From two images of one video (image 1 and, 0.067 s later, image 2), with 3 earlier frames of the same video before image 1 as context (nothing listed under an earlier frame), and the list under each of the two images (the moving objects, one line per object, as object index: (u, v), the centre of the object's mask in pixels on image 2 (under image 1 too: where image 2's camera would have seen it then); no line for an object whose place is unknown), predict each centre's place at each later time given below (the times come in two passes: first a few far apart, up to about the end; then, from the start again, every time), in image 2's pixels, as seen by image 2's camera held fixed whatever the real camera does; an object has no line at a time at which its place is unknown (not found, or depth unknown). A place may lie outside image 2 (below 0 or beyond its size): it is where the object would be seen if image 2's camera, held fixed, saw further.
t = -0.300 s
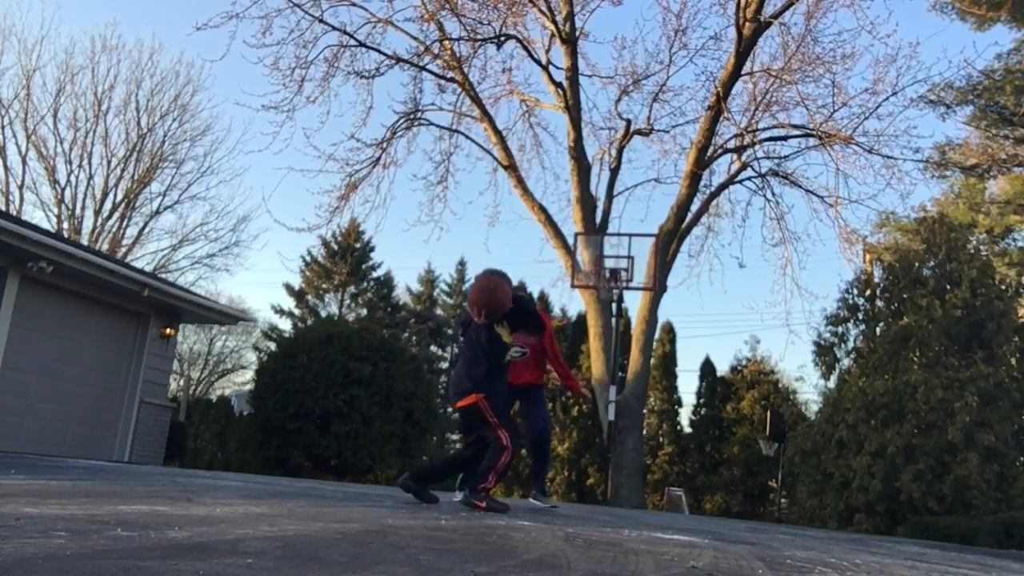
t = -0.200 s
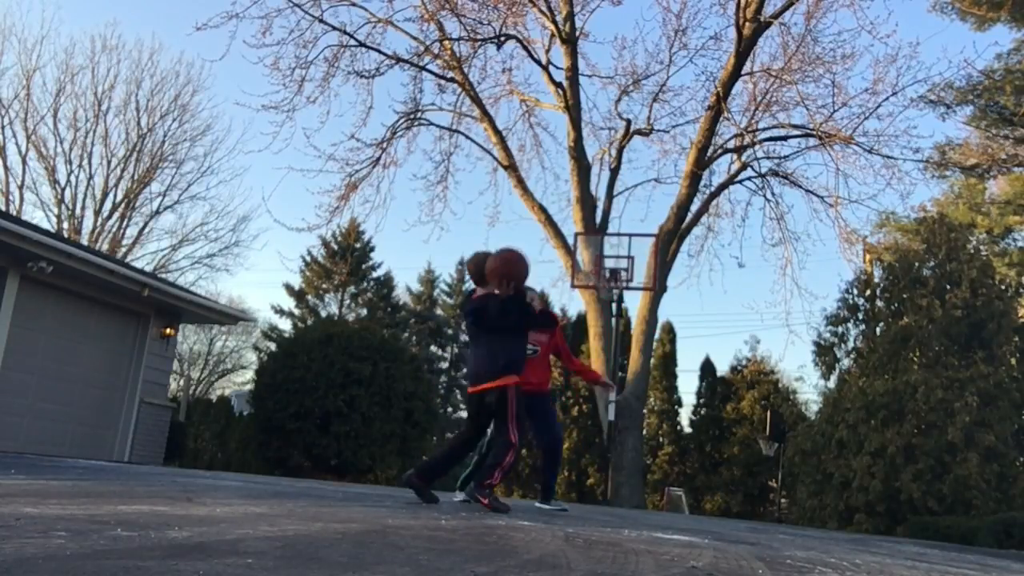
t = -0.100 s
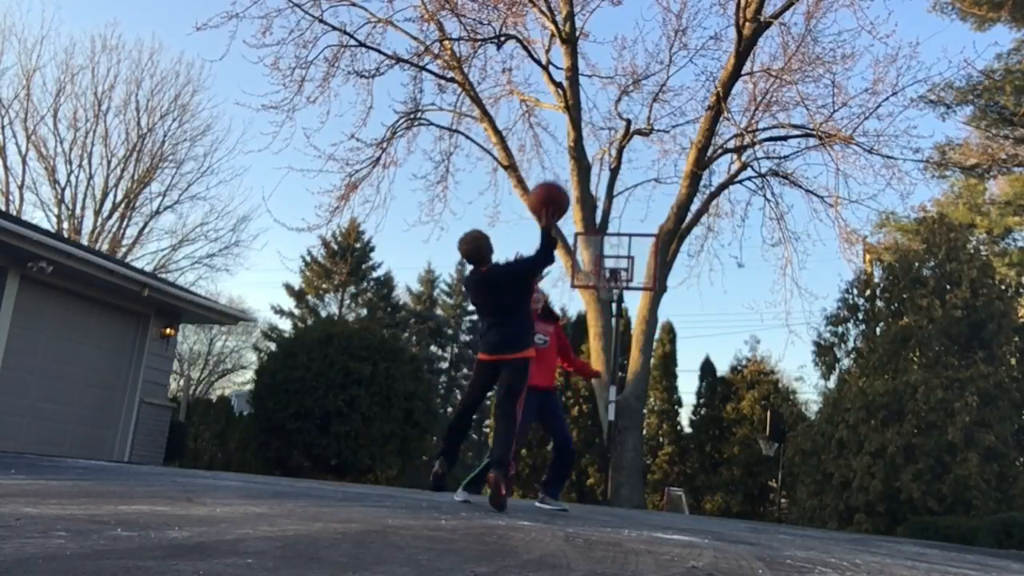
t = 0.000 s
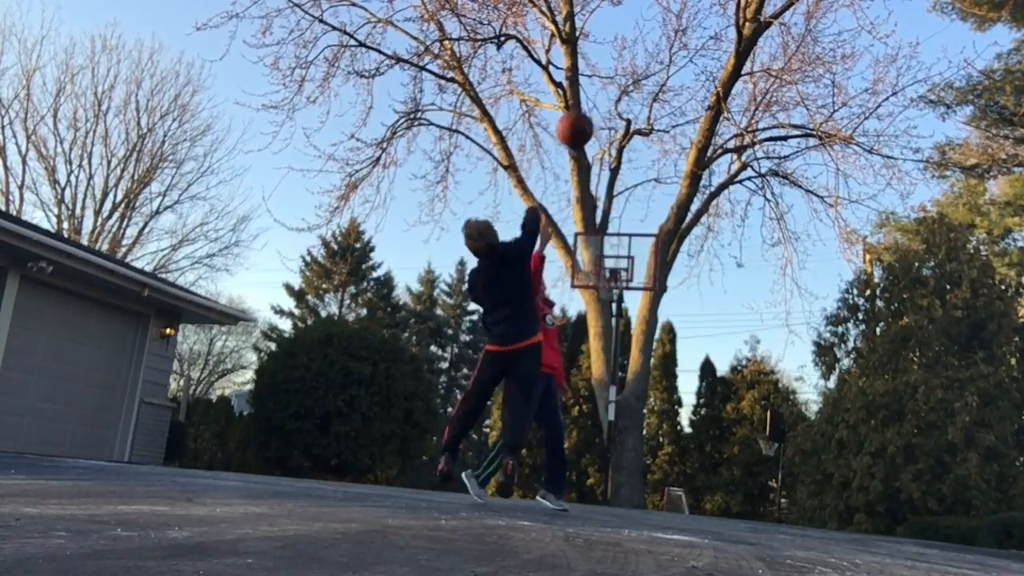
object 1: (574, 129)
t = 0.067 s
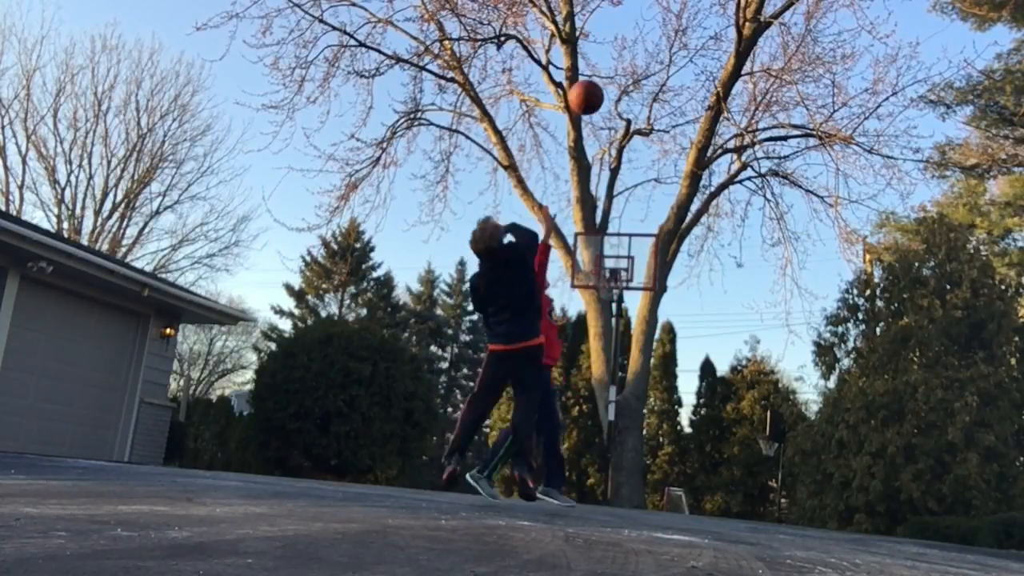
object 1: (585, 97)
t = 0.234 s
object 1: (609, 56)
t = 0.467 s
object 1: (629, 58)
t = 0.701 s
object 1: (641, 104)
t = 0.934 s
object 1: (649, 181)
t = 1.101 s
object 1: (651, 252)
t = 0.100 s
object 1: (591, 85)
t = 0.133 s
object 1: (596, 75)
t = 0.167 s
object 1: (601, 67)
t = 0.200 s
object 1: (604, 61)
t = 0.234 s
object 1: (609, 56)
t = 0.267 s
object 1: (612, 52)
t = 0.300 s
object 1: (616, 51)
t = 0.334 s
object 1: (619, 50)
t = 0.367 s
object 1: (622, 51)
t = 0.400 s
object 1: (624, 52)
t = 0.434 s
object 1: (627, 55)
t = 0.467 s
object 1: (629, 58)
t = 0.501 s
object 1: (631, 63)
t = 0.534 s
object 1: (633, 68)
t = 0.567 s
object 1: (635, 74)
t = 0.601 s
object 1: (637, 80)
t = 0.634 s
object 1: (638, 87)
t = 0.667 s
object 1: (640, 95)
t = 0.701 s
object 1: (641, 104)
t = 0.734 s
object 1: (643, 114)
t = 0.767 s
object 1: (644, 125)
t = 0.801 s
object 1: (646, 134)
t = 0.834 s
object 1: (647, 145)
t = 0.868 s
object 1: (648, 157)
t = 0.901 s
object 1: (649, 169)
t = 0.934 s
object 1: (649, 181)
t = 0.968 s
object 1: (650, 194)
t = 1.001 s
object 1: (650, 208)
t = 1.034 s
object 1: (651, 222)
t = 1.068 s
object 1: (651, 237)
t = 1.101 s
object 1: (651, 252)
